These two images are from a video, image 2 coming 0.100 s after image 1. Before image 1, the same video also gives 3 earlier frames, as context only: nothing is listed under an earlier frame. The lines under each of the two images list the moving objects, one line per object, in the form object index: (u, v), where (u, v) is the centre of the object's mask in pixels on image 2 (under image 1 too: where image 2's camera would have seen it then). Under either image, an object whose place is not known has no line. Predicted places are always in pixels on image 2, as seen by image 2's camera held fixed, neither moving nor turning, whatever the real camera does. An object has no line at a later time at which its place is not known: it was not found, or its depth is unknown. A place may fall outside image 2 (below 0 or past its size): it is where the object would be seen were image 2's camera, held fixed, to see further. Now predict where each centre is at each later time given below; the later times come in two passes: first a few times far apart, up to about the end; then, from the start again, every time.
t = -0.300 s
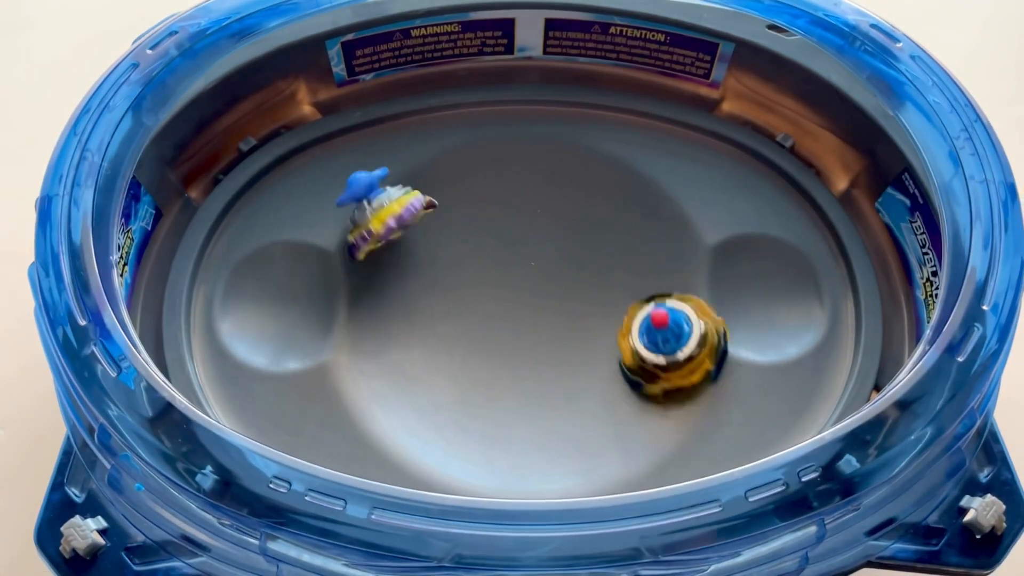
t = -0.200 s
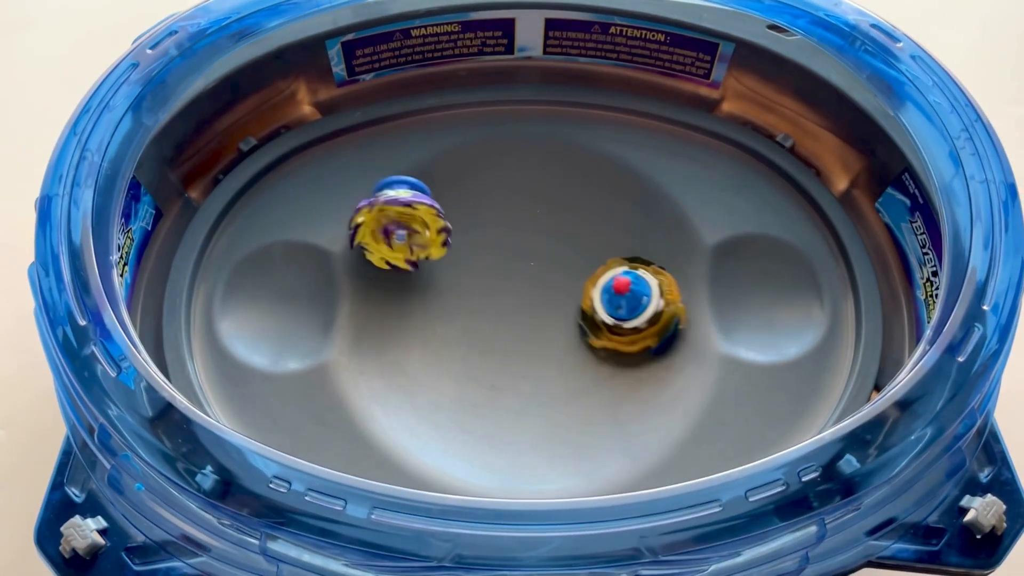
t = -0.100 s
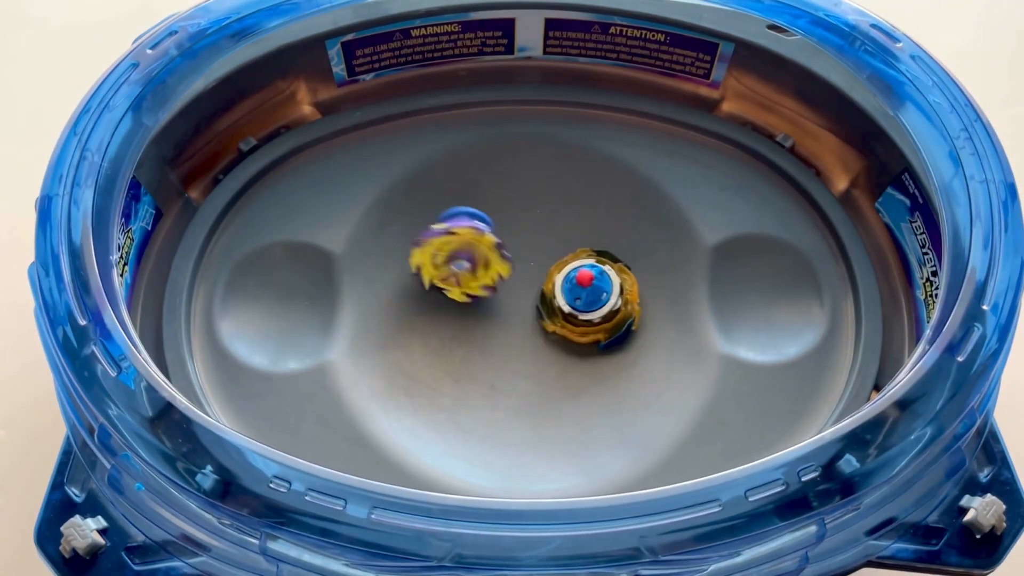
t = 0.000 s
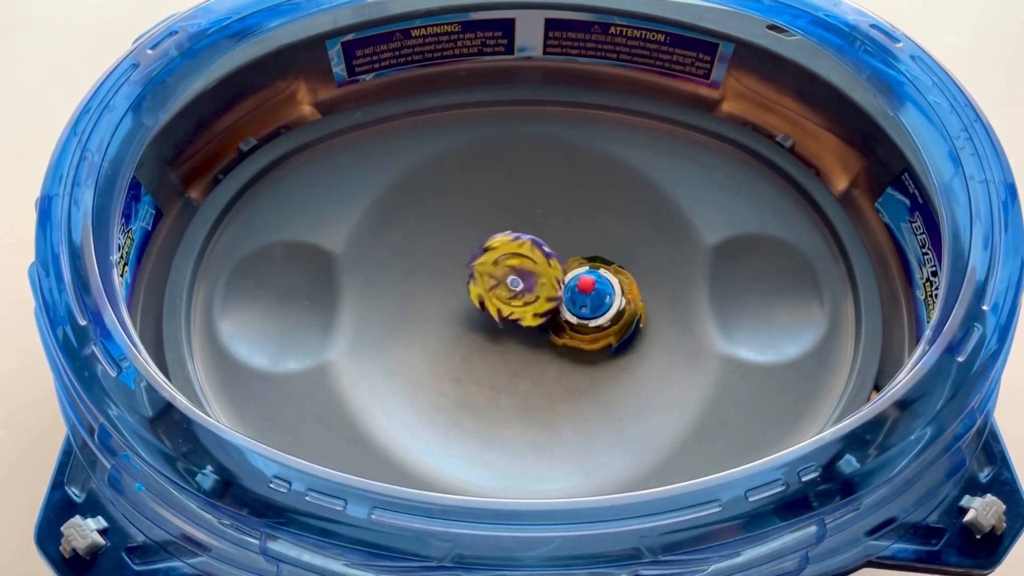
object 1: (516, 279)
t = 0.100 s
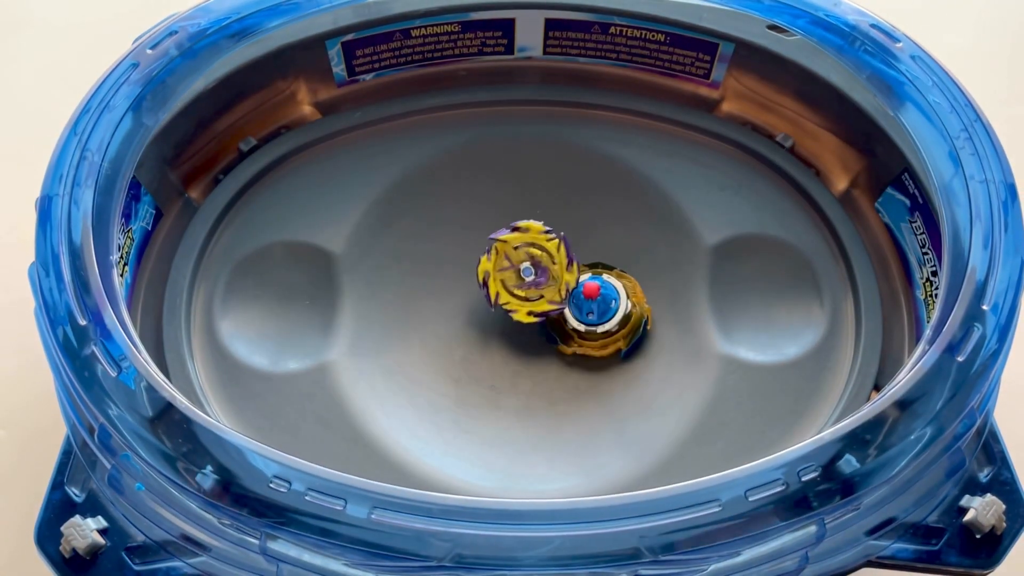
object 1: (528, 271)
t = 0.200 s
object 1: (522, 278)
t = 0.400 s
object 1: (523, 279)
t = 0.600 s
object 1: (522, 279)
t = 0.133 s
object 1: (526, 274)
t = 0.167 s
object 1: (523, 277)
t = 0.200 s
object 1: (522, 278)
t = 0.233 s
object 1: (521, 278)
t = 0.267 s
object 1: (520, 278)
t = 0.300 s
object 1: (520, 278)
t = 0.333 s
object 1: (520, 278)
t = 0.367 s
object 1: (522, 279)
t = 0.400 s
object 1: (523, 279)
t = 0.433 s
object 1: (524, 279)
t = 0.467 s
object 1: (524, 279)
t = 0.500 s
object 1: (524, 279)
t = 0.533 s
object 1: (524, 279)
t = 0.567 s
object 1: (524, 279)
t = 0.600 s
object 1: (522, 279)
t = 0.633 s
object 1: (523, 278)
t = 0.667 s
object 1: (525, 275)
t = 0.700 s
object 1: (525, 273)
